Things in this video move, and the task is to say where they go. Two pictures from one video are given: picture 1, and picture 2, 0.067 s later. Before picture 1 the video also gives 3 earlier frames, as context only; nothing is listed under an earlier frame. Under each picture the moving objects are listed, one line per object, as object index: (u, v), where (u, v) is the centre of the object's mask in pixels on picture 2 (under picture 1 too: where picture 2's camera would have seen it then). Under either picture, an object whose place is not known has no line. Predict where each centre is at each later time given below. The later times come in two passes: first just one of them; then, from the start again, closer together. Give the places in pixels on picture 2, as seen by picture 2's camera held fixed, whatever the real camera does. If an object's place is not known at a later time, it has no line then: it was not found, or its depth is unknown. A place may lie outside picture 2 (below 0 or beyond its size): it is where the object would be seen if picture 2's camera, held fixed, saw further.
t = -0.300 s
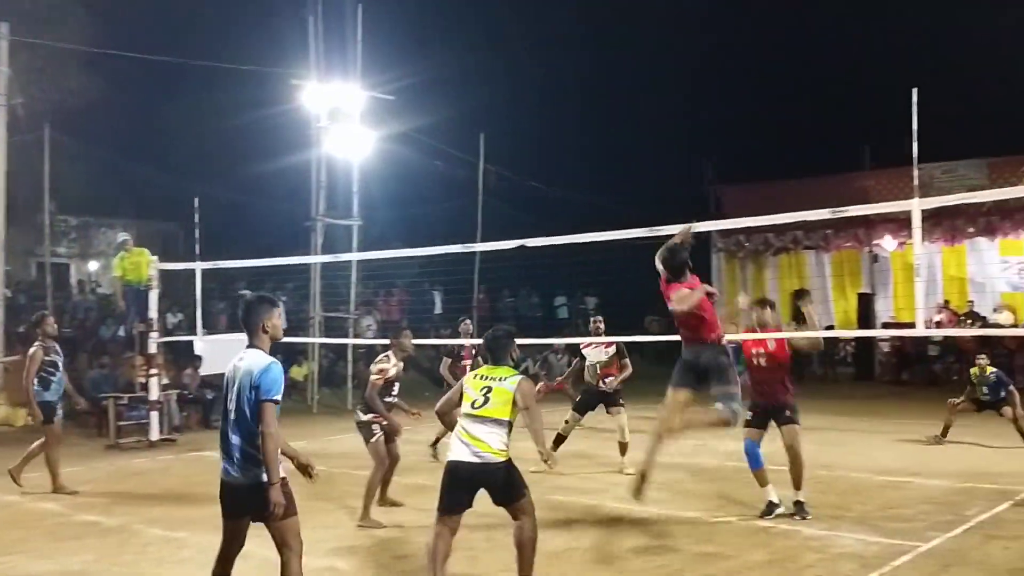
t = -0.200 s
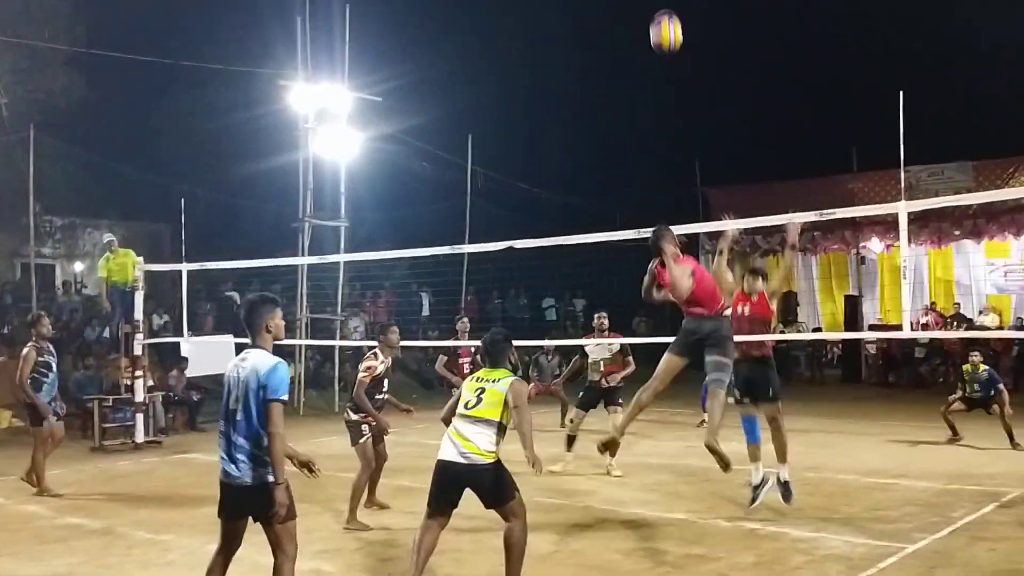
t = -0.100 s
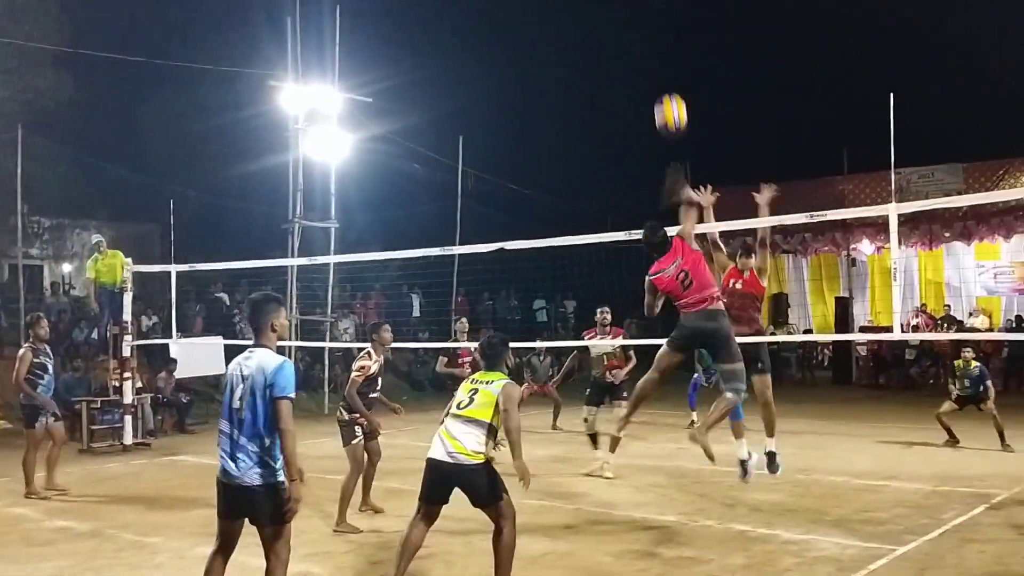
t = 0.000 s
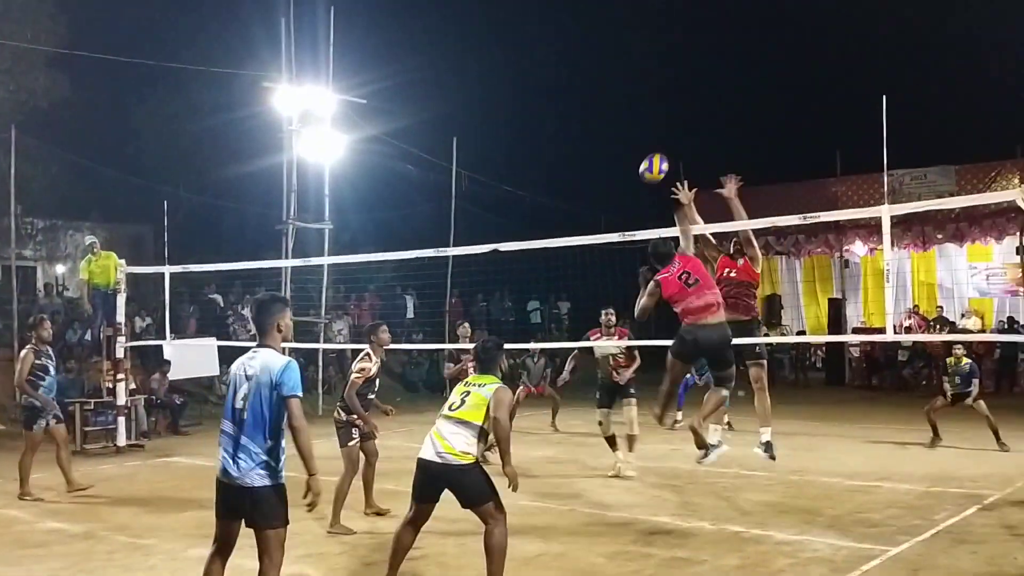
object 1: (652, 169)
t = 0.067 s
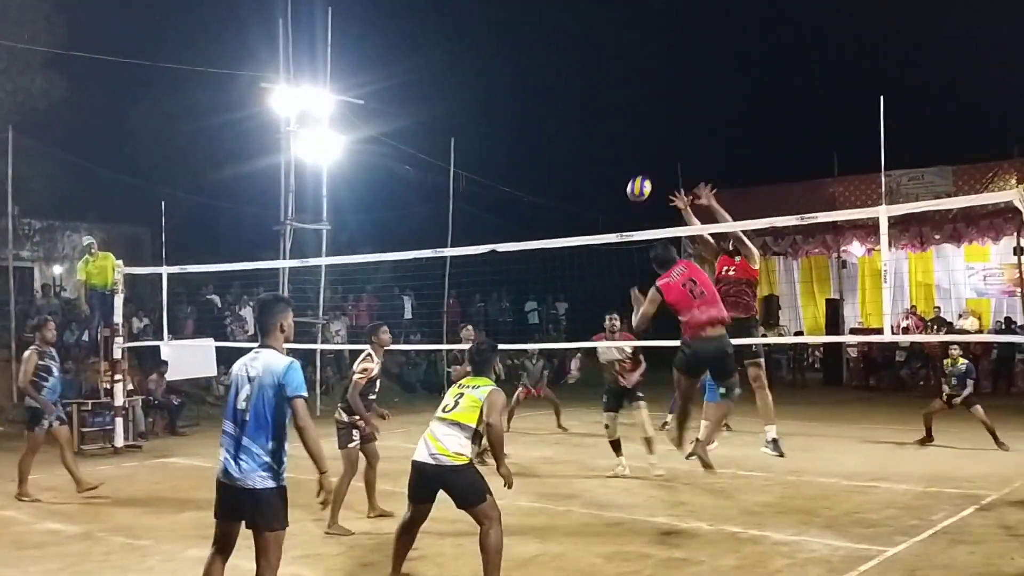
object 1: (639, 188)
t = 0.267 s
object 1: (611, 249)
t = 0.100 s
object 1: (633, 197)
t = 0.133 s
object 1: (628, 207)
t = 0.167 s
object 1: (624, 217)
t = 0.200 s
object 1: (619, 226)
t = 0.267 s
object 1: (611, 249)
